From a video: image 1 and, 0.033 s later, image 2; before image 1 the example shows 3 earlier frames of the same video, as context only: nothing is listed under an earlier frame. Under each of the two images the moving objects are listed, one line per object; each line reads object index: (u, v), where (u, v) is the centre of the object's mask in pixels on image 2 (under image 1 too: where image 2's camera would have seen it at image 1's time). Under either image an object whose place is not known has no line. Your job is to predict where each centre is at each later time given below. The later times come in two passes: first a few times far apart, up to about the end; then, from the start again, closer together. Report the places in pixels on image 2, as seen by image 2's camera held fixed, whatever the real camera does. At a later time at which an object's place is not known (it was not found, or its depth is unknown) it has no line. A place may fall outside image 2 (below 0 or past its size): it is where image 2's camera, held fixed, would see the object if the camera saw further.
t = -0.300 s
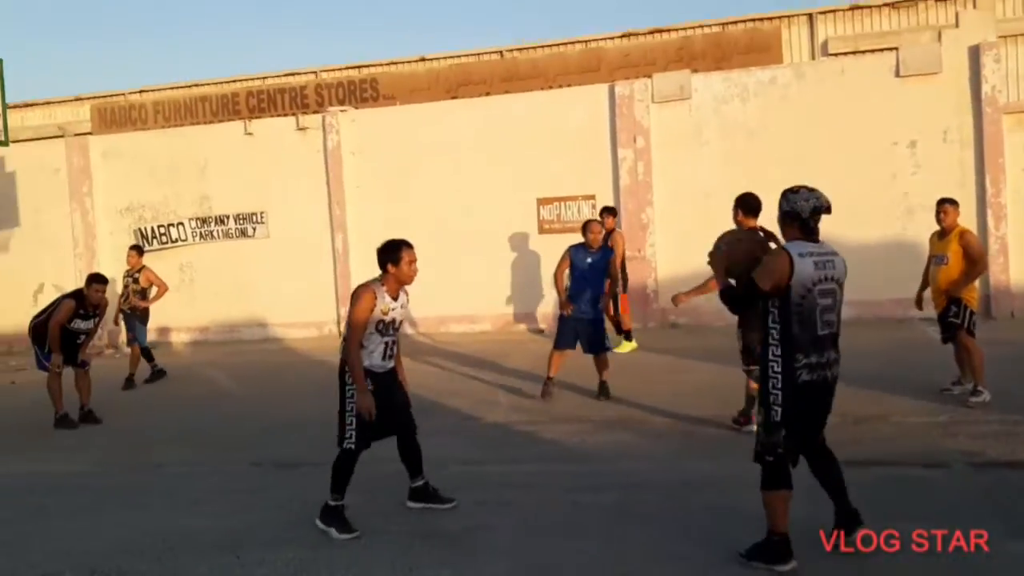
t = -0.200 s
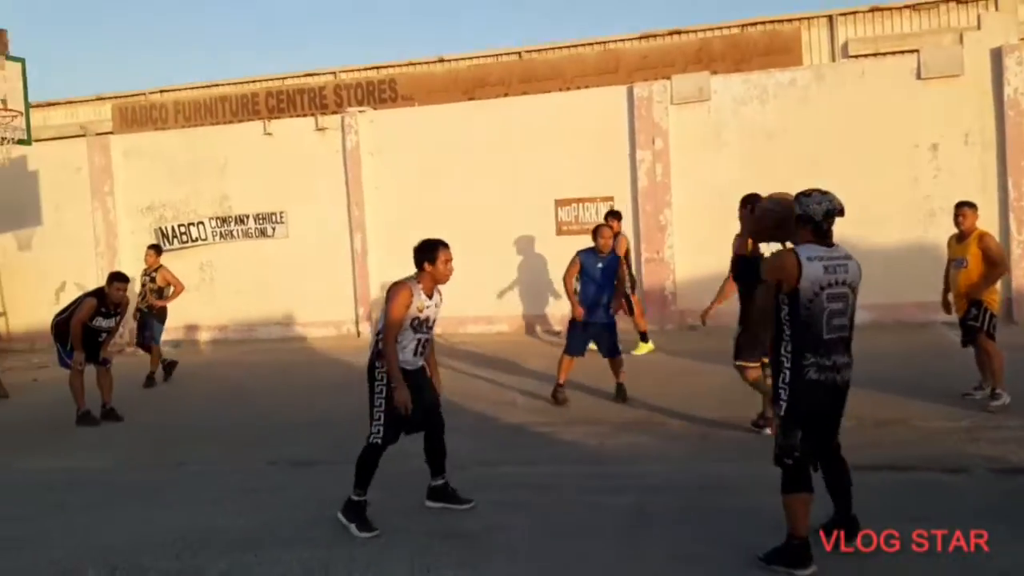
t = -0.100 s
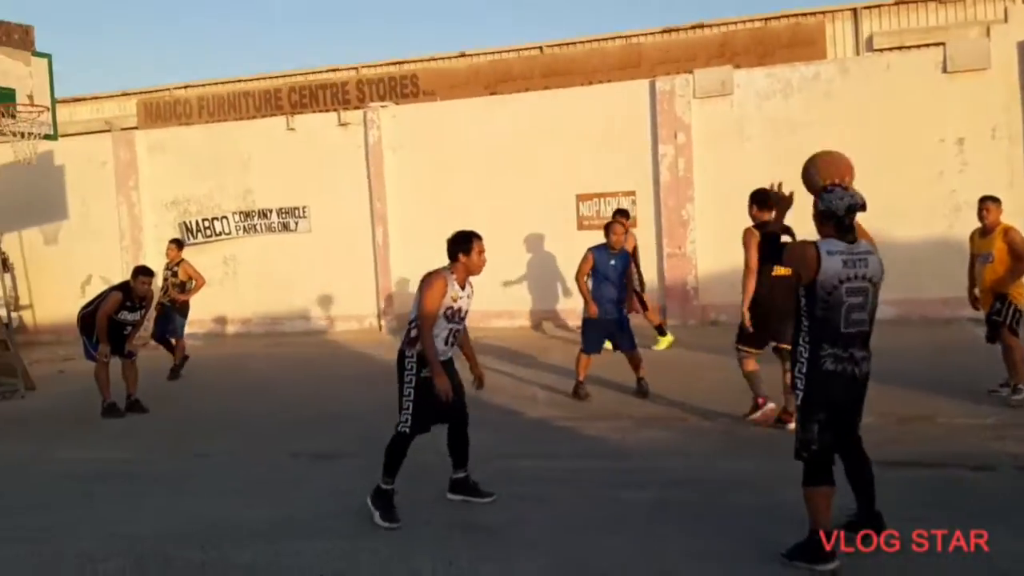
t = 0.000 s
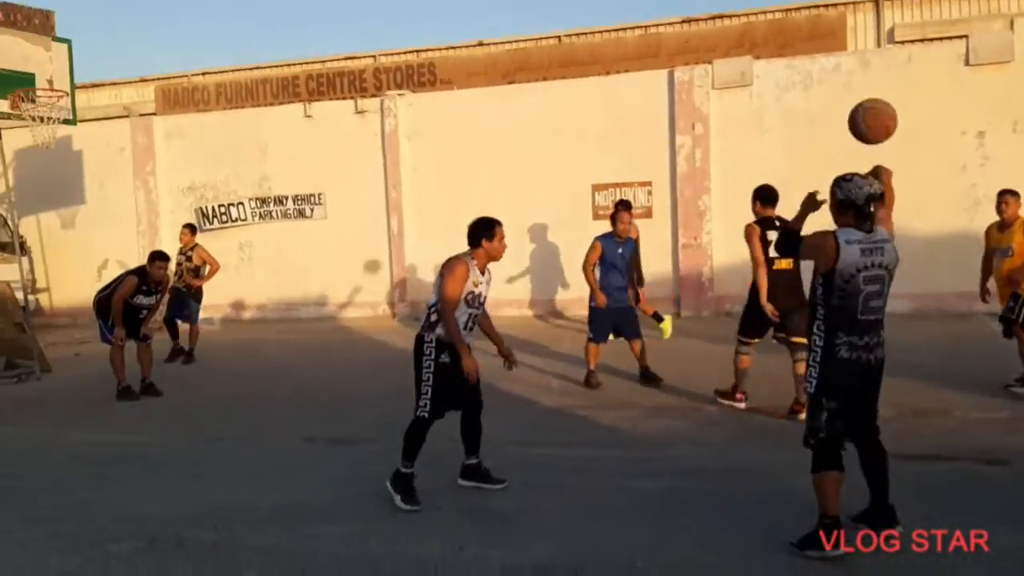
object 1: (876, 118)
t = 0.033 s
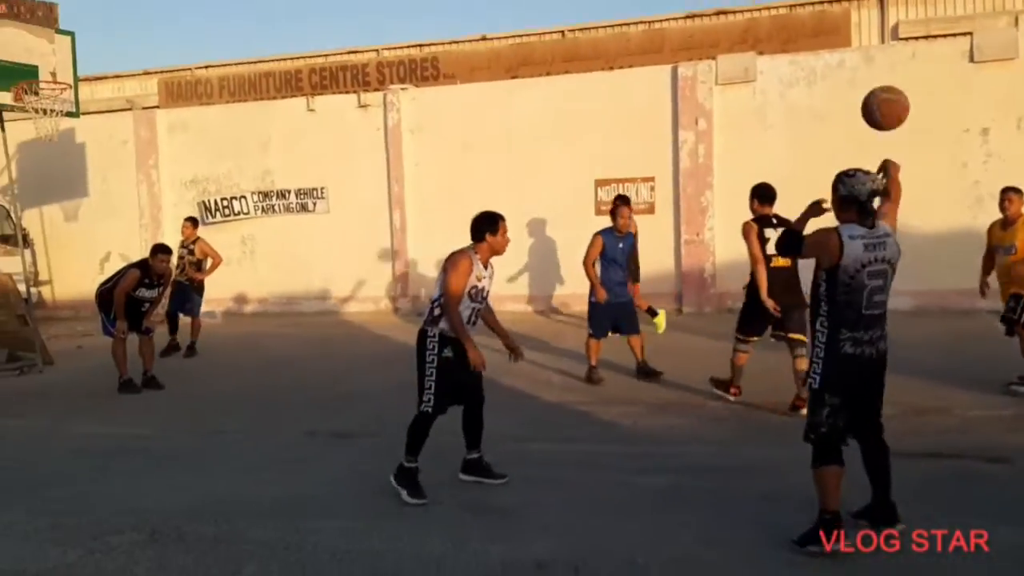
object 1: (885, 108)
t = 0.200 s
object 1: (922, 94)
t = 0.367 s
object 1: (951, 125)
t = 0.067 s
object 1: (893, 100)
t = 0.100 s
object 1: (901, 96)
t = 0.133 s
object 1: (909, 93)
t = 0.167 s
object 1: (915, 93)
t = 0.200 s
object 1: (922, 94)
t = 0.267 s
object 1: (935, 102)
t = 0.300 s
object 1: (940, 108)
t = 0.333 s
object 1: (946, 116)
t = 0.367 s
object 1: (951, 125)
